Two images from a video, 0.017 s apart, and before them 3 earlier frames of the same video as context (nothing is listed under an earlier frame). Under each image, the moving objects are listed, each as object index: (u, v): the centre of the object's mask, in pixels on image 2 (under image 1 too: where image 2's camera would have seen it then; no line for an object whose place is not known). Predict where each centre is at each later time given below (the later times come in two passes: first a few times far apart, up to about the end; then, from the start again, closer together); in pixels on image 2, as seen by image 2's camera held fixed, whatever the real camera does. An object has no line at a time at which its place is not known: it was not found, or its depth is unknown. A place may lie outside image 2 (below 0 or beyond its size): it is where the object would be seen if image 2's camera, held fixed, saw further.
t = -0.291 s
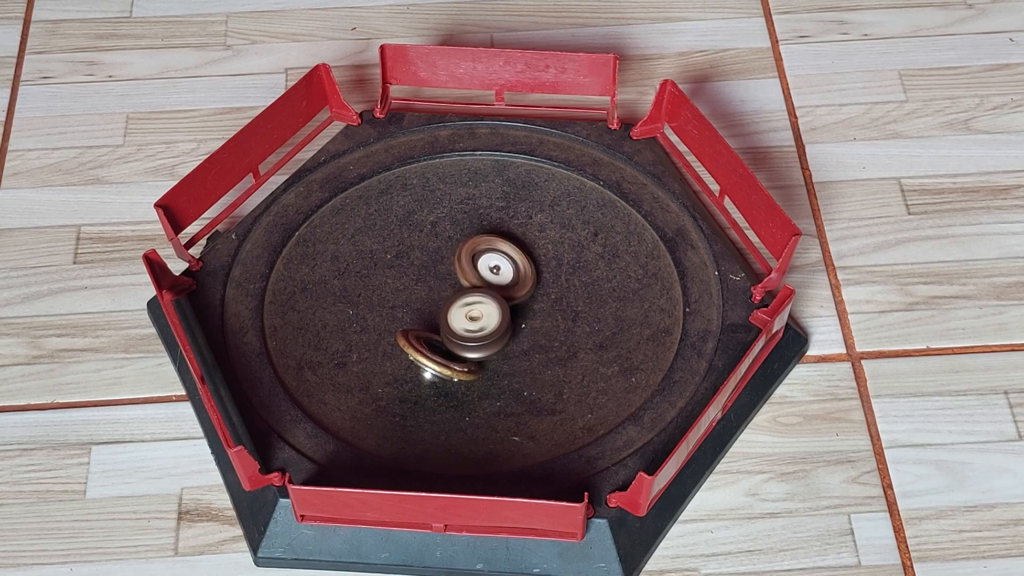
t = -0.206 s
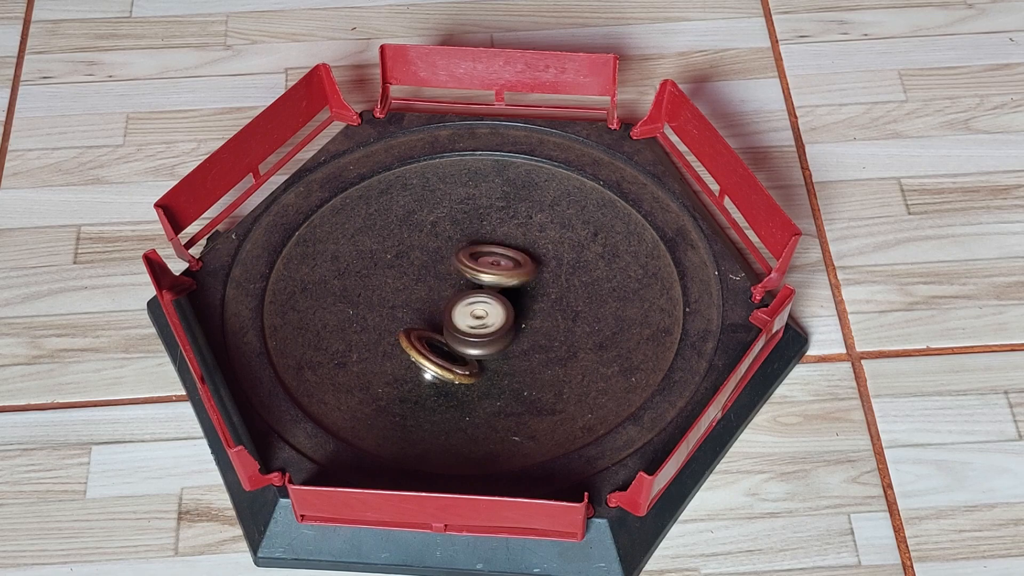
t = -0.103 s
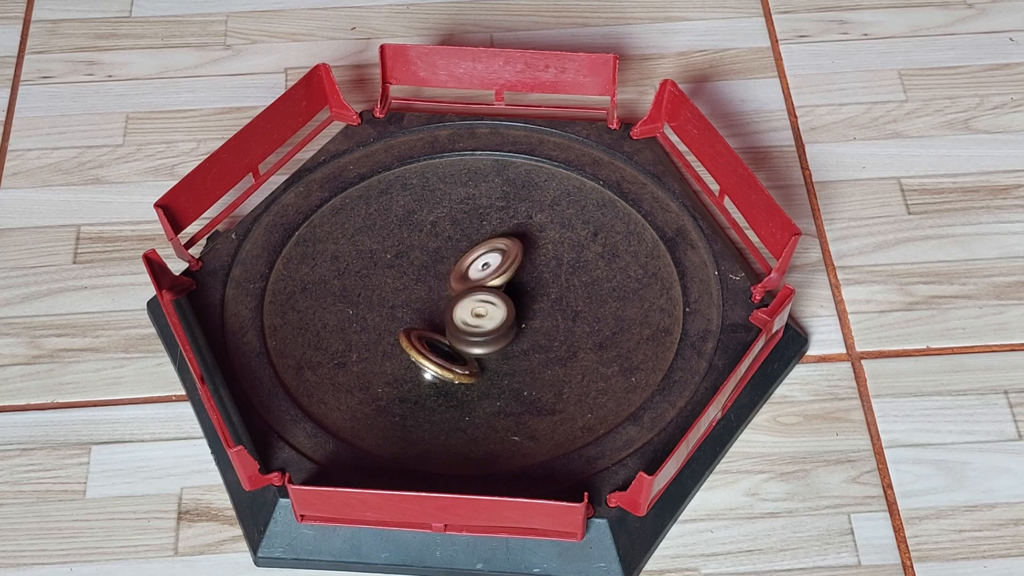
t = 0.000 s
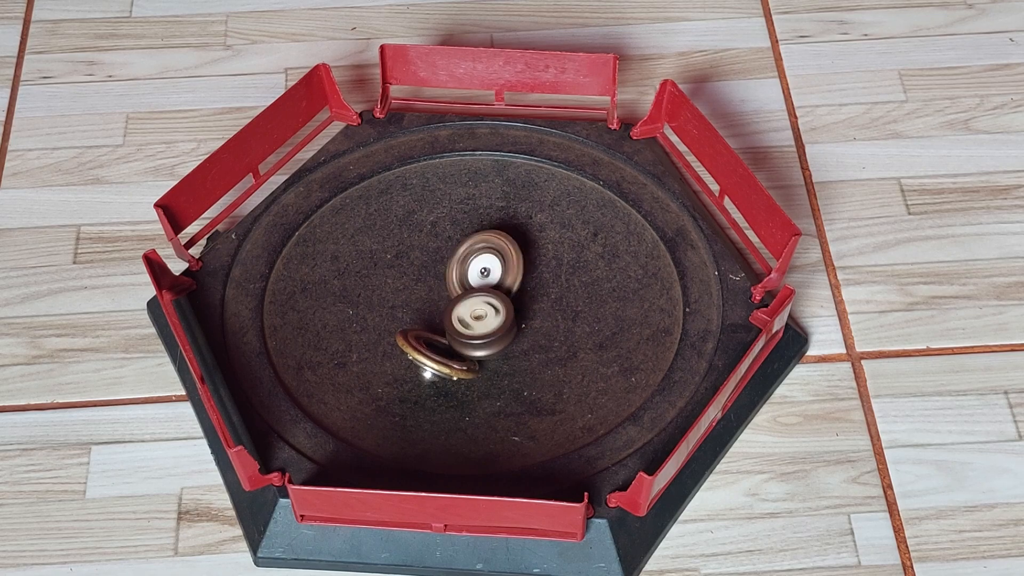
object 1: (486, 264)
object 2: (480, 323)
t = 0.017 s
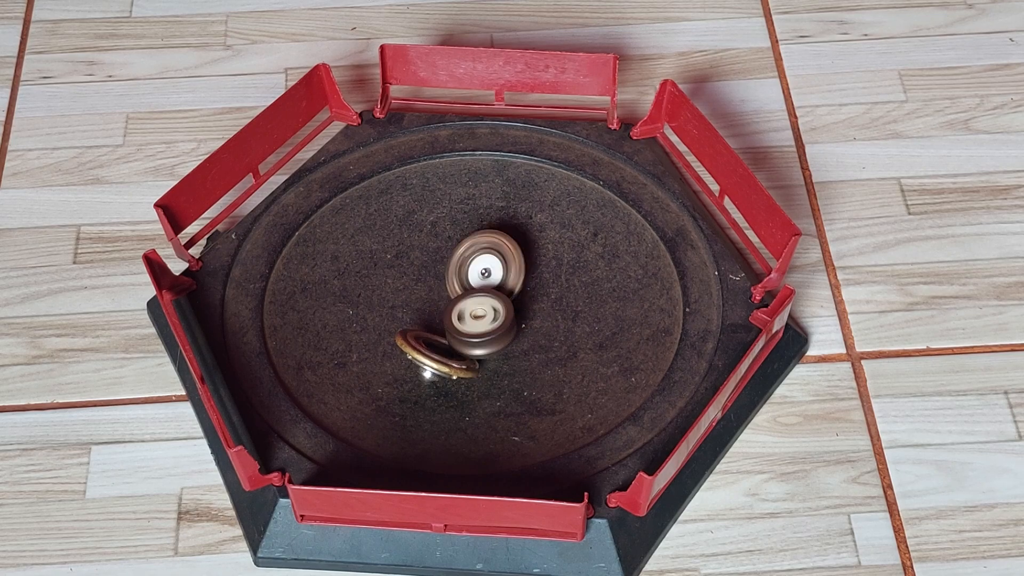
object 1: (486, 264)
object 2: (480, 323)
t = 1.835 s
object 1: (457, 266)
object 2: (466, 314)
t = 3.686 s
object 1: (457, 266)
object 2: (466, 314)
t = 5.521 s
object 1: (456, 265)
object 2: (468, 314)
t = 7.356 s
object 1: (458, 266)
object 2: (465, 314)
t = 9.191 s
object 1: (458, 266)
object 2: (465, 314)
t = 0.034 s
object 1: (486, 264)
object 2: (480, 323)
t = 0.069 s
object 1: (487, 265)
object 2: (480, 323)
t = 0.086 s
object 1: (487, 266)
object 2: (480, 322)
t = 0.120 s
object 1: (488, 266)
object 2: (480, 321)
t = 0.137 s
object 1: (489, 266)
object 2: (479, 320)
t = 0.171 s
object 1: (489, 266)
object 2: (478, 318)
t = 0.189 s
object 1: (489, 266)
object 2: (477, 317)
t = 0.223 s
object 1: (487, 266)
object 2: (475, 317)
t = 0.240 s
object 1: (487, 267)
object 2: (474, 317)
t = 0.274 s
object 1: (485, 268)
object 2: (469, 317)
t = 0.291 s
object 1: (484, 268)
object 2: (468, 316)
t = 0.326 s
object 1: (479, 267)
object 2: (469, 315)
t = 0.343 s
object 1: (475, 267)
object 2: (469, 315)
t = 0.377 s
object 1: (466, 267)
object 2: (470, 315)
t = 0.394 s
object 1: (461, 268)
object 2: (471, 315)
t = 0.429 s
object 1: (454, 269)
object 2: (470, 316)
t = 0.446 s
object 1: (451, 269)
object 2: (470, 317)
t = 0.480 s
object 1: (448, 268)
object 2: (468, 318)
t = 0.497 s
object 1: (447, 268)
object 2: (467, 318)
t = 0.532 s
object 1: (446, 268)
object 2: (468, 318)
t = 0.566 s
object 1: (446, 269)
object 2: (469, 319)
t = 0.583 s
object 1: (446, 269)
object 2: (470, 319)
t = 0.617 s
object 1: (446, 270)
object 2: (472, 319)
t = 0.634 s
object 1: (446, 270)
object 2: (472, 319)
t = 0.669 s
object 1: (446, 270)
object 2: (473, 320)
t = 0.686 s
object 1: (446, 270)
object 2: (473, 320)
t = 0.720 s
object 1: (446, 270)
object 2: (473, 320)
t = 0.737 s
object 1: (447, 270)
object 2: (474, 320)
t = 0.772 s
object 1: (448, 270)
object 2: (474, 320)
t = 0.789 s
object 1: (448, 270)
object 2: (474, 319)
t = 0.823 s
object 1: (449, 270)
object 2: (473, 318)
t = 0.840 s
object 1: (450, 269)
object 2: (473, 318)
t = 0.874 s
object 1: (451, 269)
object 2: (473, 317)
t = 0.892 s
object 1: (452, 268)
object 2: (473, 317)
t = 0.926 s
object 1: (453, 268)
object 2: (472, 316)
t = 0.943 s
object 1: (453, 267)
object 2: (471, 315)
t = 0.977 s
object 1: (454, 267)
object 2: (469, 315)
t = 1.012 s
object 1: (455, 266)
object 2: (467, 315)
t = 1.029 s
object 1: (456, 266)
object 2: (465, 315)
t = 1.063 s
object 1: (457, 266)
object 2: (463, 315)
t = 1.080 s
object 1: (458, 266)
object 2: (462, 315)
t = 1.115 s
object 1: (458, 266)
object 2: (463, 314)
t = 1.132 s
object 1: (458, 266)
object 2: (463, 314)
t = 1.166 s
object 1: (458, 266)
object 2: (464, 314)
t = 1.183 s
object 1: (458, 266)
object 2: (465, 314)
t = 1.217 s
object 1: (457, 266)
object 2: (467, 315)
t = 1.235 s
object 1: (457, 266)
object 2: (467, 315)
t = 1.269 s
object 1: (457, 267)
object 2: (468, 316)
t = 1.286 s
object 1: (456, 267)
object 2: (468, 316)
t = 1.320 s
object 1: (456, 266)
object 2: (467, 316)
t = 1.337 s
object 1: (457, 266)
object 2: (466, 316)
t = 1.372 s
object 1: (457, 266)
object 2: (465, 316)
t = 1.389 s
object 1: (457, 266)
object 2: (464, 315)
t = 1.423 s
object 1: (457, 266)
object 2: (464, 314)
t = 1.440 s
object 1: (457, 266)
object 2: (464, 314)
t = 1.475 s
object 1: (457, 266)
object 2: (465, 313)
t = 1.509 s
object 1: (456, 266)
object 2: (467, 313)
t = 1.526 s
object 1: (456, 266)
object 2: (467, 314)
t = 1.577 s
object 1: (456, 266)
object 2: (468, 314)
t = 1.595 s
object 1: (456, 266)
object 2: (468, 314)
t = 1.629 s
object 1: (457, 265)
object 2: (467, 314)
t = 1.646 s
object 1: (457, 265)
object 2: (467, 313)
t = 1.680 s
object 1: (457, 265)
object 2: (465, 313)
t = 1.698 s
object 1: (457, 265)
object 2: (465, 313)
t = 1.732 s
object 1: (457, 266)
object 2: (464, 313)
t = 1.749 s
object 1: (457, 266)
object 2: (465, 313)
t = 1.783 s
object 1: (457, 266)
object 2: (465, 313)
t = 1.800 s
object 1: (457, 266)
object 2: (465, 314)
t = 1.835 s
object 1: (457, 266)
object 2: (466, 314)
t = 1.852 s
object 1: (457, 266)
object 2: (466, 314)
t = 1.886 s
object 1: (457, 266)
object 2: (467, 315)
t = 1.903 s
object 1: (457, 266)
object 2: (467, 314)
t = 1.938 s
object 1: (457, 265)
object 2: (466, 314)
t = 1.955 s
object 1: (457, 265)
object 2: (465, 314)
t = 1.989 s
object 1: (457, 265)
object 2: (464, 313)
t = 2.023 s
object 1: (457, 265)
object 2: (463, 312)
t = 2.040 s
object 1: (457, 265)
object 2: (464, 313)
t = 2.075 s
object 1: (457, 265)
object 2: (465, 313)
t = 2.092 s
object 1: (457, 265)
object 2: (465, 313)
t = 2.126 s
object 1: (458, 265)
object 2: (466, 314)
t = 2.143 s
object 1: (458, 265)
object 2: (465, 314)
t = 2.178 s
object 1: (458, 265)
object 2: (464, 315)
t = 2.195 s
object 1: (458, 266)
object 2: (464, 315)
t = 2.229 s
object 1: (458, 266)
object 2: (463, 315)
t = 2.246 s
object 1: (458, 266)
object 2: (463, 315)
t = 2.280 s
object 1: (458, 266)
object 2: (463, 315)
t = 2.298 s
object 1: (458, 266)
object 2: (463, 314)
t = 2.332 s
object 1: (458, 266)
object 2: (463, 314)
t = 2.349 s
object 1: (458, 266)
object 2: (464, 314)
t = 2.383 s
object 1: (458, 266)
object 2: (464, 314)
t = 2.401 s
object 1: (458, 266)
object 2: (465, 314)
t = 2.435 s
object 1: (457, 266)
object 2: (466, 314)
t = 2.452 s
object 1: (457, 266)
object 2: (466, 314)
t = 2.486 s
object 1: (457, 266)
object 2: (466, 315)
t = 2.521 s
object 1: (457, 266)
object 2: (466, 315)
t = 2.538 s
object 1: (457, 266)
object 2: (467, 315)
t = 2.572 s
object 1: (457, 266)
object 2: (466, 315)
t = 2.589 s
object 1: (457, 266)
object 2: (466, 315)
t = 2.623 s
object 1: (457, 266)
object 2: (465, 315)
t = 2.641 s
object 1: (457, 266)
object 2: (464, 314)
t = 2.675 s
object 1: (458, 266)
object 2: (464, 314)
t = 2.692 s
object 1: (458, 265)
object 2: (464, 313)
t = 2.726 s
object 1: (458, 266)
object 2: (464, 313)
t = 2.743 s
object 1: (458, 266)
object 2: (464, 313)
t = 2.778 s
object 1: (458, 265)
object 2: (464, 313)
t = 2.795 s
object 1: (458, 265)
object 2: (464, 313)
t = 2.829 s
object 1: (458, 265)
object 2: (464, 313)
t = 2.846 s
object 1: (458, 265)
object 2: (464, 313)
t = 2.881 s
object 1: (458, 265)
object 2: (464, 313)
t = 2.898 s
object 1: (458, 265)
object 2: (464, 314)
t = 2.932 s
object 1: (458, 265)
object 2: (464, 314)
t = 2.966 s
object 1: (458, 265)
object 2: (464, 314)
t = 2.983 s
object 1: (458, 265)
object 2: (464, 314)
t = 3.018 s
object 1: (458, 265)
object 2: (463, 314)
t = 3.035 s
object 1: (458, 265)
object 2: (463, 314)
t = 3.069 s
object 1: (458, 265)
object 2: (463, 314)
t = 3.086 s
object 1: (459, 265)
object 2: (463, 314)
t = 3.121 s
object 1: (458, 265)
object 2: (463, 314)
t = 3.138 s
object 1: (459, 265)
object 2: (463, 313)
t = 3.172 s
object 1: (458, 265)
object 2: (463, 313)
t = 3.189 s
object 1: (458, 266)
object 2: (463, 313)
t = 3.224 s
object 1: (458, 265)
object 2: (463, 313)
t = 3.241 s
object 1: (458, 265)
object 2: (464, 313)
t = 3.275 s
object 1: (458, 265)
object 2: (464, 313)
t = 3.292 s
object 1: (458, 265)
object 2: (464, 313)
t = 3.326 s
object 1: (458, 265)
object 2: (464, 314)
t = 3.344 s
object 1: (458, 265)
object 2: (465, 313)
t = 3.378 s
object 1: (458, 265)
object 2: (465, 313)
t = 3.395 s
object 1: (458, 265)
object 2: (464, 313)
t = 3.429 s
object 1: (458, 265)
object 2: (465, 313)
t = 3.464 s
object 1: (458, 265)
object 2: (465, 313)
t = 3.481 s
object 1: (458, 265)
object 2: (465, 313)
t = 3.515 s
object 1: (458, 265)
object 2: (465, 313)
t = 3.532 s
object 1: (457, 265)
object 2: (465, 313)
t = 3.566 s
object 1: (457, 265)
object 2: (466, 313)
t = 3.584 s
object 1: (457, 265)
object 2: (466, 313)
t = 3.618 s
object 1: (457, 265)
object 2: (466, 314)
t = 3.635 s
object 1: (457, 265)
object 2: (466, 314)
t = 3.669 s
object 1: (457, 266)
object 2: (466, 314)
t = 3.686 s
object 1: (457, 266)
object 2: (466, 314)
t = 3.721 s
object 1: (457, 266)
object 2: (466, 315)
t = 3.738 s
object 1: (457, 266)
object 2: (466, 315)
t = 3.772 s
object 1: (457, 266)
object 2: (466, 315)
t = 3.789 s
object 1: (457, 267)
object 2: (466, 315)
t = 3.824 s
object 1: (457, 267)
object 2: (466, 315)
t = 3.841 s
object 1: (457, 266)
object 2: (466, 315)
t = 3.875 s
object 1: (457, 267)
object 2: (466, 315)
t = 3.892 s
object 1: (457, 267)
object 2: (467, 315)
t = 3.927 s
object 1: (457, 267)
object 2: (467, 315)
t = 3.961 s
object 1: (457, 267)
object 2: (468, 316)
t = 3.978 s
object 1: (457, 267)
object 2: (469, 316)
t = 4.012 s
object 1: (457, 267)
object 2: (469, 316)
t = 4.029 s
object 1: (457, 267)
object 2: (469, 316)
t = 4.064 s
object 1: (457, 267)
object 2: (469, 317)
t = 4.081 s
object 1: (457, 267)
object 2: (469, 317)
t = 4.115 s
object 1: (457, 267)
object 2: (469, 317)
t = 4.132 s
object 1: (457, 267)
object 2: (468, 317)
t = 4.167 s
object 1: (457, 267)
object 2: (468, 317)
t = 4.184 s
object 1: (457, 267)
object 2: (468, 317)
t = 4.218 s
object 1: (457, 267)
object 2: (468, 317)
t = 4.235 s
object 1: (457, 267)
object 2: (468, 317)
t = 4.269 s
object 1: (457, 267)
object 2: (468, 317)
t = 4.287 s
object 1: (457, 266)
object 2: (467, 317)
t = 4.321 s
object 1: (457, 266)
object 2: (467, 316)
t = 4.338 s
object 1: (457, 266)
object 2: (467, 316)
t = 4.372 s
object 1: (458, 266)
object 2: (466, 316)
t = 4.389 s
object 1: (458, 266)
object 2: (466, 316)
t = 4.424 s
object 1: (458, 266)
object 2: (465, 316)
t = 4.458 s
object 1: (458, 266)
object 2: (465, 316)
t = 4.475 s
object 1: (458, 266)
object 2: (465, 315)
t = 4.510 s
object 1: (458, 266)
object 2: (465, 315)
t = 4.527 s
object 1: (458, 266)
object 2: (465, 315)
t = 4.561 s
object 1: (458, 266)
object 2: (465, 315)
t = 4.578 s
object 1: (457, 266)
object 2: (465, 315)
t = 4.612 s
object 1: (457, 266)
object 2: (466, 315)
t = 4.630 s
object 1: (457, 266)
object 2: (466, 314)
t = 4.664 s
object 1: (457, 266)
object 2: (466, 314)
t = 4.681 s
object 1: (457, 266)
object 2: (467, 314)
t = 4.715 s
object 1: (457, 266)
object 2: (468, 314)
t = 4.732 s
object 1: (457, 266)
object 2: (468, 314)
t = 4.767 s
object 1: (457, 267)
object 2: (468, 315)
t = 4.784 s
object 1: (457, 267)
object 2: (469, 315)
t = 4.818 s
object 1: (457, 266)
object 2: (469, 315)
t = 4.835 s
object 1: (457, 267)
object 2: (469, 315)
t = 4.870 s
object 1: (457, 266)
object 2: (469, 314)
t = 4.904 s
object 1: (456, 266)
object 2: (468, 314)
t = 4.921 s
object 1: (456, 266)
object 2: (468, 314)
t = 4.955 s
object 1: (456, 266)
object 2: (468, 313)
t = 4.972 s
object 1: (456, 266)
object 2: (468, 313)
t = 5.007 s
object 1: (457, 265)
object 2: (467, 312)
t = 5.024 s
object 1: (456, 265)
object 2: (467, 312)
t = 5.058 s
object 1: (456, 265)
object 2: (467, 313)
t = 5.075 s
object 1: (456, 265)
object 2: (467, 313)
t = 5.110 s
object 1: (456, 265)
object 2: (467, 313)
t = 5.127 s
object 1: (456, 266)
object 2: (467, 313)
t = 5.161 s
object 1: (456, 266)
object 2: (468, 314)
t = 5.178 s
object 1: (456, 266)
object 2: (468, 314)
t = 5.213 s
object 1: (456, 266)
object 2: (468, 314)
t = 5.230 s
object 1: (456, 266)
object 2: (468, 314)
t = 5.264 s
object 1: (456, 266)
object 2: (467, 314)
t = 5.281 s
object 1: (456, 265)
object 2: (467, 314)
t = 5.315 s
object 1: (456, 265)
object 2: (467, 313)
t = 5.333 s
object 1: (456, 265)
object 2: (468, 313)
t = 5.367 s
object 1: (456, 266)
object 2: (468, 313)
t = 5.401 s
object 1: (456, 265)
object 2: (468, 313)
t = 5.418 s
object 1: (456, 266)
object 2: (468, 313)
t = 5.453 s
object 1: (456, 266)
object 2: (468, 313)
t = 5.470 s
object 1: (456, 265)
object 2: (468, 313)
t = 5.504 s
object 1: (456, 265)
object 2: (468, 314)
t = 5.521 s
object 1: (456, 265)
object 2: (468, 314)
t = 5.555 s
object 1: (457, 265)
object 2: (467, 314)
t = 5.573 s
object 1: (457, 265)
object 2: (467, 314)
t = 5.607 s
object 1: (457, 265)
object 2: (466, 314)
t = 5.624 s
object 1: (457, 265)
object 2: (466, 314)
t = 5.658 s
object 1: (457, 265)
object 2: (466, 314)
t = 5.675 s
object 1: (457, 265)
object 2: (466, 314)
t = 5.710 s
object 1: (457, 265)
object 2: (466, 314)
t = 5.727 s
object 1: (457, 265)
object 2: (467, 314)
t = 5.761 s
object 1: (457, 265)
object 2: (467, 314)
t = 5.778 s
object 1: (457, 265)
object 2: (466, 314)
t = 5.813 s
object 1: (457, 265)
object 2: (466, 314)
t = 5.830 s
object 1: (457, 265)
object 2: (466, 314)
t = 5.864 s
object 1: (457, 265)
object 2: (466, 314)
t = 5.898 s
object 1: (457, 265)
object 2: (466, 314)
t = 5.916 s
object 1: (457, 265)
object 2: (466, 314)
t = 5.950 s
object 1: (457, 265)
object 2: (466, 314)
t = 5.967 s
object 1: (457, 265)
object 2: (466, 314)
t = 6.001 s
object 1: (457, 265)
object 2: (466, 314)
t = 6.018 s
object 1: (457, 265)
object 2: (466, 314)
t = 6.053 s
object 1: (458, 266)
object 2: (465, 314)
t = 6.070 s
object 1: (458, 266)
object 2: (465, 314)
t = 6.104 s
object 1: (457, 266)
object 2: (465, 314)
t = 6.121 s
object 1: (458, 266)
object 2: (465, 314)
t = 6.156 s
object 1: (458, 266)
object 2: (465, 314)
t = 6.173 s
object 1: (458, 266)
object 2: (465, 314)
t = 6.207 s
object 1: (458, 266)
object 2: (465, 314)
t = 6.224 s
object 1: (458, 266)
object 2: (465, 314)
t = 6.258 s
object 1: (458, 266)
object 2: (465, 314)
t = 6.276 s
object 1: (458, 266)
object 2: (465, 314)
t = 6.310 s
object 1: (458, 266)
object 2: (465, 314)
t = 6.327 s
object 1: (457, 266)
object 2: (465, 314)
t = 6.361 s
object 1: (457, 266)
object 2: (465, 314)
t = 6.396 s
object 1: (457, 266)
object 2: (465, 314)
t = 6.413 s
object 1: (457, 266)
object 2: (465, 314)
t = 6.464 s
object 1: (457, 266)
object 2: (465, 314)
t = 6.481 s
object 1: (457, 266)
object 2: (465, 314)
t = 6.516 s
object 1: (457, 266)
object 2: (465, 314)
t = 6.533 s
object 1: (457, 266)
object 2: (465, 314)
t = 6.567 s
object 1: (458, 266)
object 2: (465, 314)
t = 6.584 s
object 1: (458, 266)
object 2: (465, 314)
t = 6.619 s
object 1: (458, 266)
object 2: (465, 314)
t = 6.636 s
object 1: (457, 266)
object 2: (465, 314)
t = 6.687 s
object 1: (458, 266)
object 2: (465, 314)
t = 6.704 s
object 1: (458, 266)
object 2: (465, 314)
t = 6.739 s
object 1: (458, 266)
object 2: (465, 314)
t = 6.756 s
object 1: (458, 266)
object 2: (465, 314)
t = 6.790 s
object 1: (458, 266)
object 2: (465, 314)
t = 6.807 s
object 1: (458, 266)
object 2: (465, 314)
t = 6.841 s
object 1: (458, 266)
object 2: (465, 314)
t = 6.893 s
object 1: (458, 266)
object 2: (465, 314)
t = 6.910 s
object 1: (458, 266)
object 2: (465, 314)
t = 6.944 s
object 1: (458, 266)
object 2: (465, 314)
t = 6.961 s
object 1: (458, 266)
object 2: (465, 314)
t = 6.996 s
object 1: (458, 266)
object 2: (465, 314)
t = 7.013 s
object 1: (458, 266)
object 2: (465, 314)
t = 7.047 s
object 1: (458, 266)
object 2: (465, 314)
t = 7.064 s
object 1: (458, 266)
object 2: (465, 314)
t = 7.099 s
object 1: (458, 266)
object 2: (465, 314)
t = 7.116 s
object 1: (458, 266)
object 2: (465, 314)
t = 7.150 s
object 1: (458, 266)
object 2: (465, 314)
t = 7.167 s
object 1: (458, 266)
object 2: (465, 314)
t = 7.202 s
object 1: (458, 266)
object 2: (465, 314)
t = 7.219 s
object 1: (458, 266)
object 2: (465, 314)
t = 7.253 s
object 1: (458, 266)
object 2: (465, 314)
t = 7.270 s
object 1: (458, 266)
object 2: (465, 314)
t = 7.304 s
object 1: (458, 266)
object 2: (465, 314)
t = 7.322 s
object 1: (458, 266)
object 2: (465, 314)
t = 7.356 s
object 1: (458, 266)
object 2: (465, 314)
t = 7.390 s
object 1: (458, 266)
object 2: (465, 314)
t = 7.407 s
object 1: (458, 266)
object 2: (465, 314)
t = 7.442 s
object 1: (458, 266)
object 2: (465, 314)
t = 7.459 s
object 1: (458, 266)
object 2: (465, 314)
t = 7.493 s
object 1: (458, 266)
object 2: (465, 314)
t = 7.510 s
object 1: (458, 266)
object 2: (465, 314)
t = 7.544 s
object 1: (458, 266)
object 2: (465, 314)
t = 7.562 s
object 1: (458, 266)
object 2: (465, 314)
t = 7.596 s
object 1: (458, 266)
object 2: (465, 314)
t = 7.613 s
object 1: (458, 266)
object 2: (465, 314)
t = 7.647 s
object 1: (458, 266)
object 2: (465, 314)
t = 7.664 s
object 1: (458, 266)
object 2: (465, 314)
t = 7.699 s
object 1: (458, 266)
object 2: (465, 314)
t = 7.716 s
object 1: (458, 266)
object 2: (465, 314)
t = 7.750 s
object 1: (458, 266)
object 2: (465, 314)
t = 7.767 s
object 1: (458, 266)
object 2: (465, 314)
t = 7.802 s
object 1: (458, 266)
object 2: (465, 314)
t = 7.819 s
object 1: (458, 266)
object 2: (465, 314)
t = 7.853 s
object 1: (458, 266)
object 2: (465, 314)
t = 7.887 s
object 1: (458, 266)
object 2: (465, 314)
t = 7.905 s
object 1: (458, 266)
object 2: (465, 314)
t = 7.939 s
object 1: (458, 266)
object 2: (465, 314)
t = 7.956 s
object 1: (458, 266)
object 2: (465, 314)
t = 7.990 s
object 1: (458, 266)
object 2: (465, 314)
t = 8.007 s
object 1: (458, 266)
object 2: (465, 314)
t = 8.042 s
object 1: (458, 266)
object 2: (465, 314)
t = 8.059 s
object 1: (458, 266)
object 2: (465, 314)
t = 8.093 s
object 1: (458, 266)
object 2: (465, 314)
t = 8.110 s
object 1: (458, 266)
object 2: (465, 314)
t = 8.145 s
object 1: (458, 266)
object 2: (465, 314)
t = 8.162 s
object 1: (458, 266)
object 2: (465, 314)
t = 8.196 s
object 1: (458, 266)
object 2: (465, 314)
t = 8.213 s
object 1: (458, 266)
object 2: (465, 314)
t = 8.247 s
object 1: (458, 266)
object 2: (465, 314)
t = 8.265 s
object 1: (458, 266)
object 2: (465, 314)
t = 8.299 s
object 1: (458, 266)
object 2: (465, 314)
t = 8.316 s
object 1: (458, 266)
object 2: (465, 314)
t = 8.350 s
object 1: (458, 266)
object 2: (465, 314)
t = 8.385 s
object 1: (458, 266)
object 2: (465, 314)
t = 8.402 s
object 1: (458, 266)
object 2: (465, 314)
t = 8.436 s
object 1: (458, 266)
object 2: (465, 314)
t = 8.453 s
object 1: (458, 266)
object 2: (465, 314)
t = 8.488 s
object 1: (458, 266)
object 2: (465, 314)
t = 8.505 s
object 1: (458, 266)
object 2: (465, 314)
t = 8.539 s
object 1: (458, 266)
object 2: (465, 314)
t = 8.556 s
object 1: (458, 266)
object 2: (465, 314)
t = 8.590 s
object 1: (458, 266)
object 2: (465, 314)
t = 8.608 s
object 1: (458, 266)
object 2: (465, 314)
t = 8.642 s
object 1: (458, 266)
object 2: (465, 314)
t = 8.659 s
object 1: (458, 266)
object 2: (465, 314)
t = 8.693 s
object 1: (458, 266)
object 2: (465, 314)
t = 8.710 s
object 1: (458, 266)
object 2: (465, 314)
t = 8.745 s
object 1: (458, 266)
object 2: (465, 314)
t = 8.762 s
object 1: (458, 266)
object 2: (465, 314)
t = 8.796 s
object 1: (458, 266)
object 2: (465, 314)
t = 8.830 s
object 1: (458, 266)
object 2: (465, 314)
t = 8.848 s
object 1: (458, 266)
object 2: (465, 314)
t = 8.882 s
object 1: (458, 266)
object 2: (465, 314)
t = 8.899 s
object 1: (458, 266)
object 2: (465, 314)
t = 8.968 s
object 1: (458, 266)
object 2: (465, 314)
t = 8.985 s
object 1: (458, 266)
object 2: (465, 314)
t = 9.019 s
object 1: (458, 266)
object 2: (465, 314)
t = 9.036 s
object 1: (458, 266)
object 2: (465, 314)
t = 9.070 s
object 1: (458, 266)
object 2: (465, 314)
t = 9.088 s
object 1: (458, 266)
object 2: (465, 314)
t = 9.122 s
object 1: (458, 266)
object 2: (465, 314)
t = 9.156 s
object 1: (458, 266)
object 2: (465, 314)
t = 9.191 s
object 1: (458, 266)
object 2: (465, 314)
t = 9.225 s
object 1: (458, 266)
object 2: (465, 314)
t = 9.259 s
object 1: (458, 266)
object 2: (465, 314)
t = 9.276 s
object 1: (458, 266)
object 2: (465, 314)
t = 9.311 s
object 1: (458, 266)
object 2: (465, 314)
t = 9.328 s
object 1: (458, 266)
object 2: (465, 314)
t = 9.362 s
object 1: (458, 266)
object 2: (465, 314)
